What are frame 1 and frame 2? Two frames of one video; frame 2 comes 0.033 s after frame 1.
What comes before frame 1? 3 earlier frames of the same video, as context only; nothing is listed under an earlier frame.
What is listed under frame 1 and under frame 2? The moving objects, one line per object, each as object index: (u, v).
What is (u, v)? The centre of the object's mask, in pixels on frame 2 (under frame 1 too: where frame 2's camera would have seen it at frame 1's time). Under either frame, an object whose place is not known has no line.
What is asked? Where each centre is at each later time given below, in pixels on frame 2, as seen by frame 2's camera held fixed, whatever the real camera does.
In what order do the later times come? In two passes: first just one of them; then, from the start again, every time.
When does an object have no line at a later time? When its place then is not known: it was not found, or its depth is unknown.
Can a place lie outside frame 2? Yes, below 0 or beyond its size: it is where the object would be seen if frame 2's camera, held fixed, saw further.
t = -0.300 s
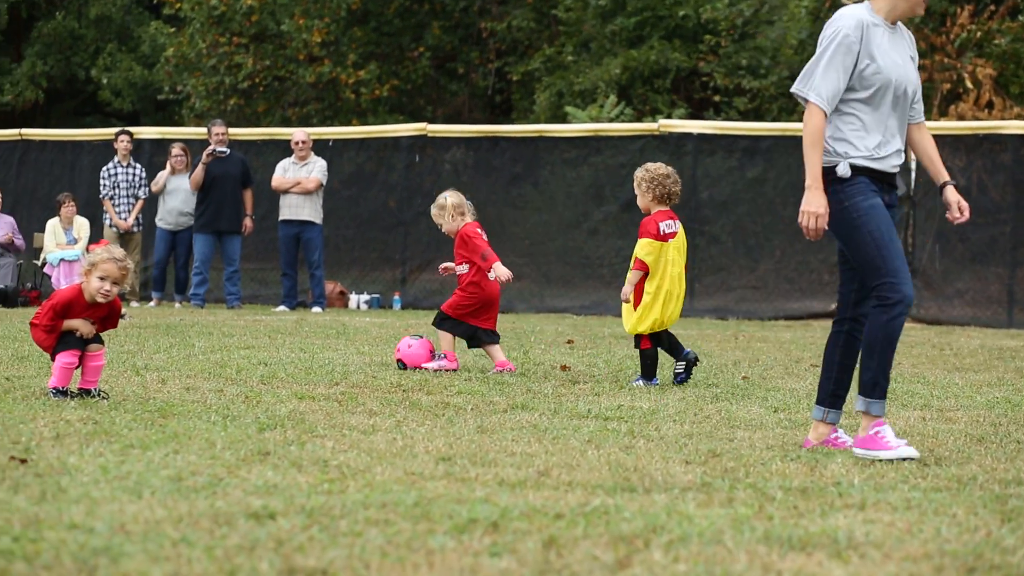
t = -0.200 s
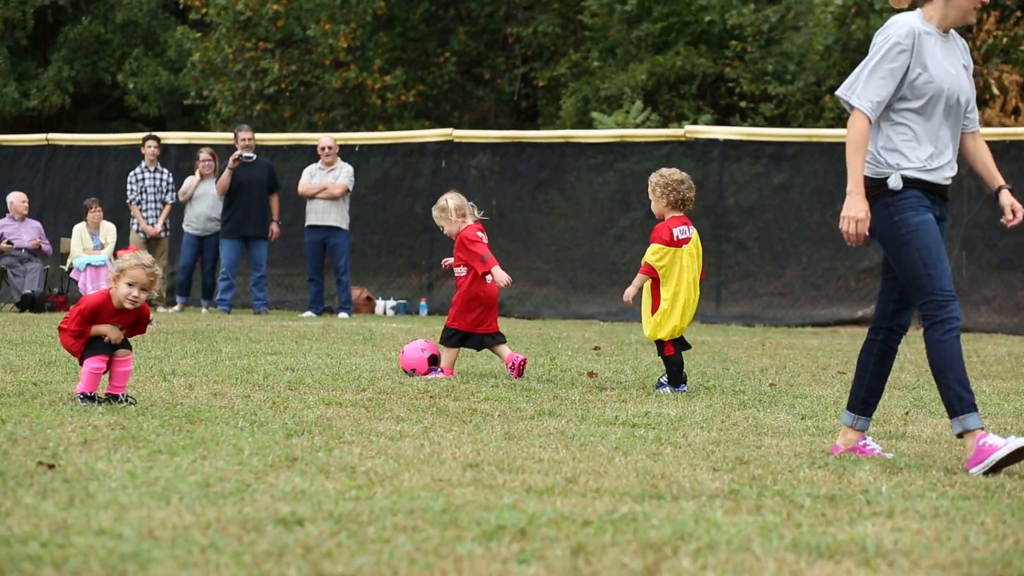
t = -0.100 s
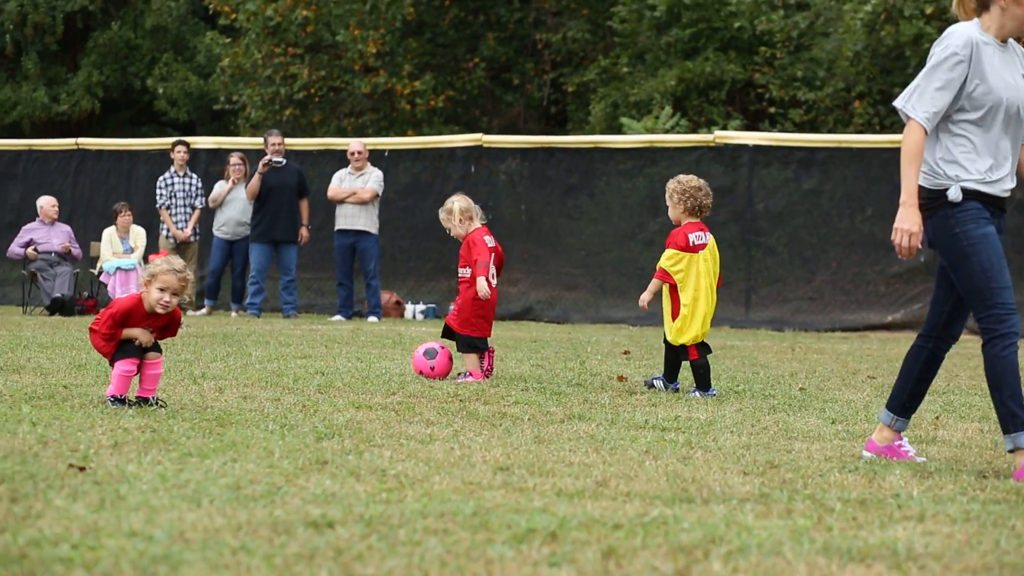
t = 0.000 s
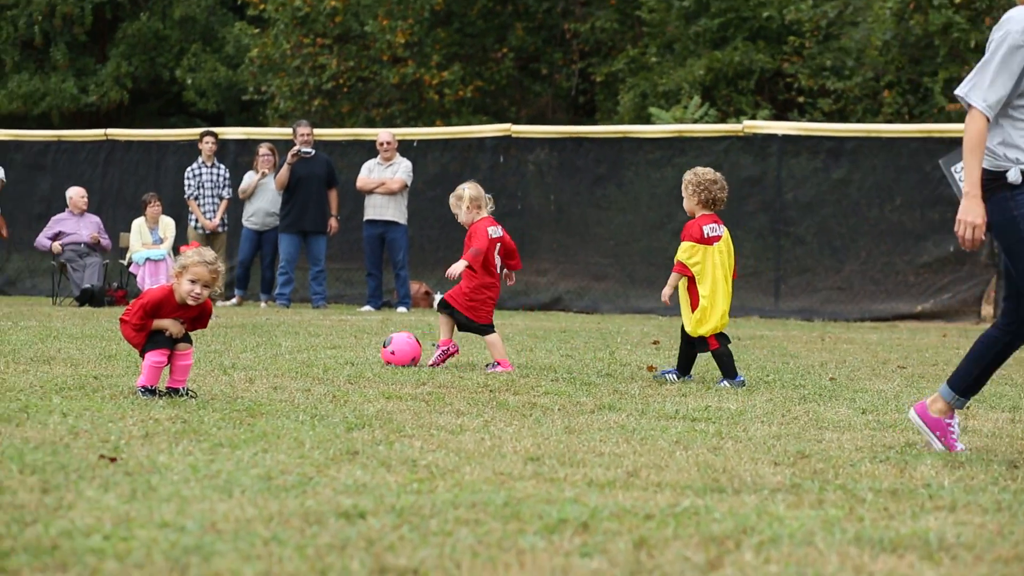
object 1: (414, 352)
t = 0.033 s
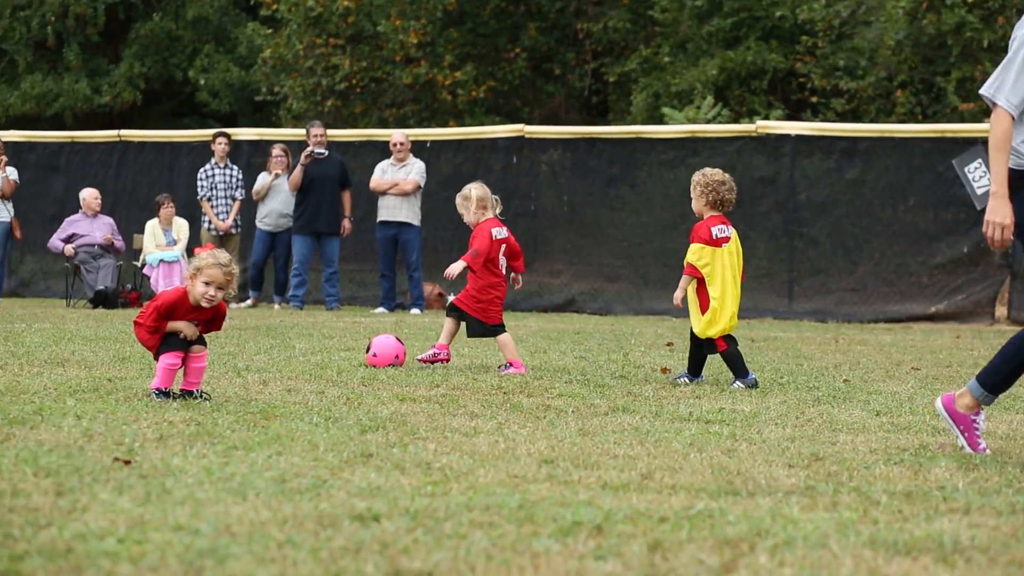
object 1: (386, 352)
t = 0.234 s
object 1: (249, 345)
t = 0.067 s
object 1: (360, 350)
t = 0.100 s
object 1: (337, 348)
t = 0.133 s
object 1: (313, 347)
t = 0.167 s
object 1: (289, 348)
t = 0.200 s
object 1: (267, 348)
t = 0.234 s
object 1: (249, 345)
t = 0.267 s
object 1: (232, 342)
